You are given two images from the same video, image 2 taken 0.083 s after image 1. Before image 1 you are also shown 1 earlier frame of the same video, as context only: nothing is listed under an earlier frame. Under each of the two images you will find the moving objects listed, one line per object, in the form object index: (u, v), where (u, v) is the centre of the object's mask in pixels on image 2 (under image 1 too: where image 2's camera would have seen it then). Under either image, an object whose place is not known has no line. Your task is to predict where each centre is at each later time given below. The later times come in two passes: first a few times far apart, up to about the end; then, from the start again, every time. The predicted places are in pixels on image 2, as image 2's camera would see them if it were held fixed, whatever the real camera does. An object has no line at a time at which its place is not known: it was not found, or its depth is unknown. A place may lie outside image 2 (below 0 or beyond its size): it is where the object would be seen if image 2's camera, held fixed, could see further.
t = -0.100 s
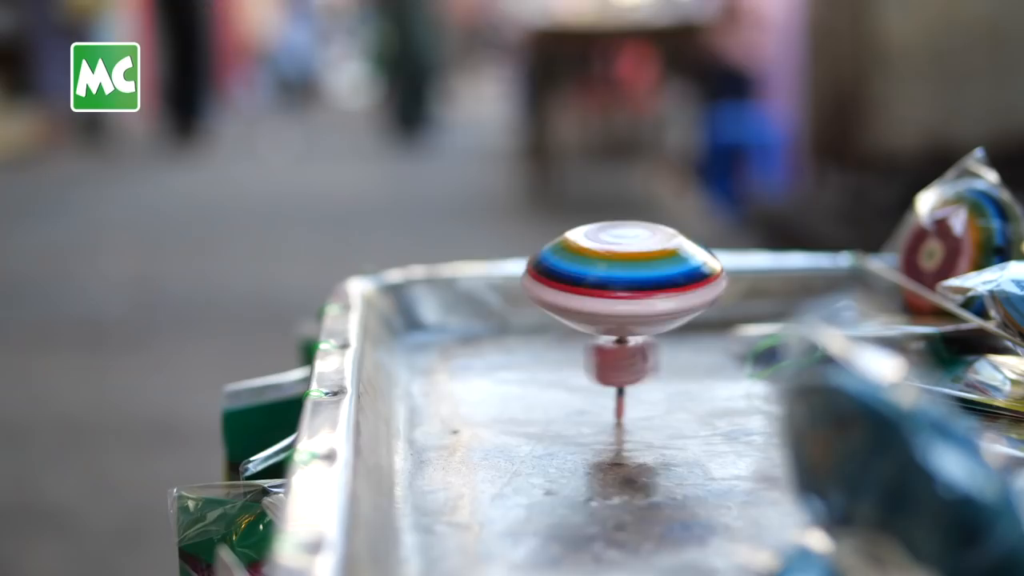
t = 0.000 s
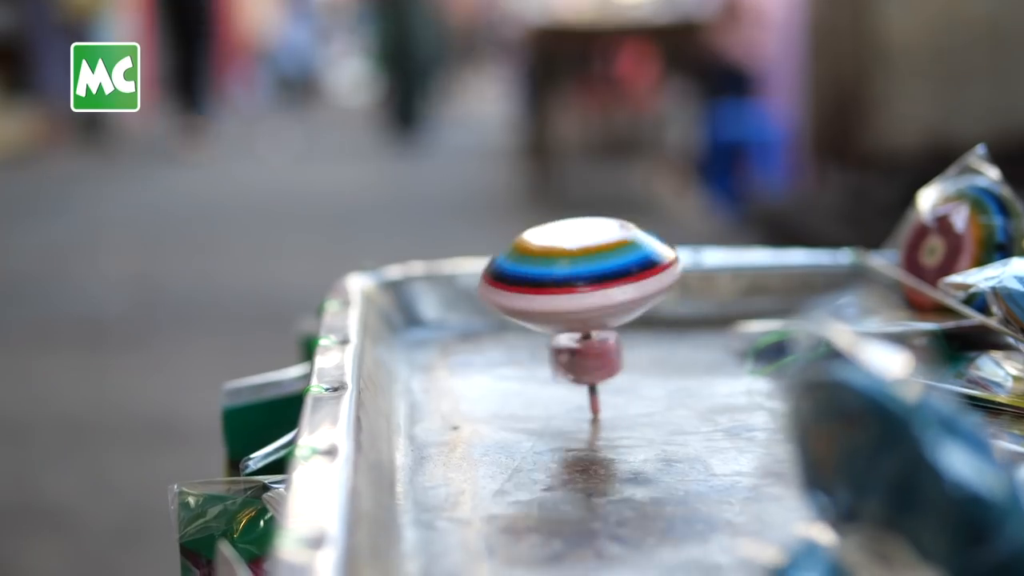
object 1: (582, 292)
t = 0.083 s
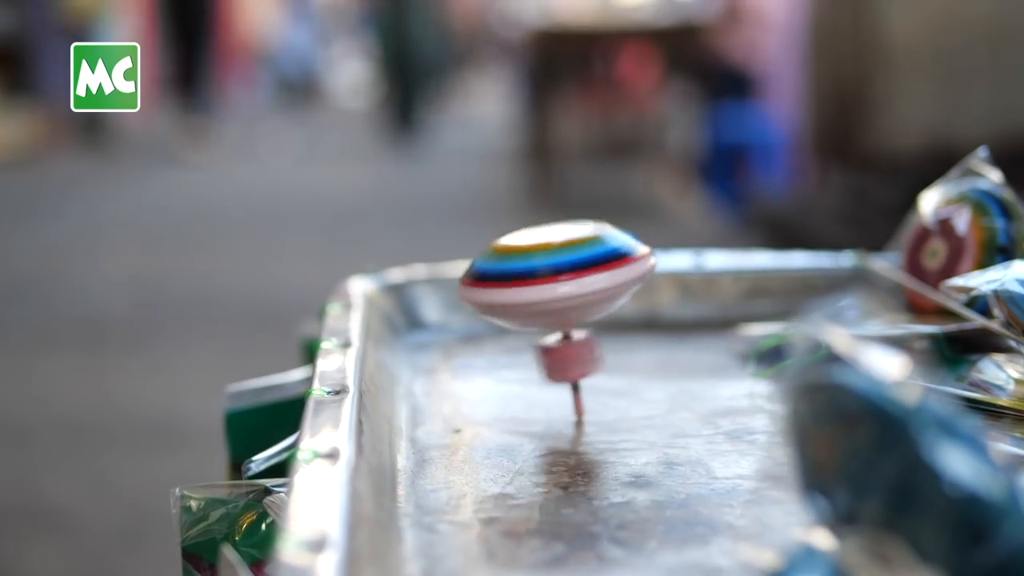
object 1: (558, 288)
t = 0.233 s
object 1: (566, 283)
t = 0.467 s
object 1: (622, 287)
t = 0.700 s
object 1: (619, 294)
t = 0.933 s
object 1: (581, 291)
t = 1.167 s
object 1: (601, 282)
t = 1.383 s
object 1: (641, 288)
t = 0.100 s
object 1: (558, 289)
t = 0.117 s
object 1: (556, 288)
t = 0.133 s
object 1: (556, 287)
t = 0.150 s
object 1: (557, 283)
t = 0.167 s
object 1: (557, 285)
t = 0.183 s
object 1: (560, 285)
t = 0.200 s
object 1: (561, 284)
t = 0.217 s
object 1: (563, 282)
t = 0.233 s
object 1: (566, 283)
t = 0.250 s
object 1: (567, 283)
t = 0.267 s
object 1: (570, 283)
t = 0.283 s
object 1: (573, 280)
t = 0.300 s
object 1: (574, 279)
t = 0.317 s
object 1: (579, 281)
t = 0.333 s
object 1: (582, 282)
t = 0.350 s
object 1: (587, 282)
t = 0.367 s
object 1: (592, 281)
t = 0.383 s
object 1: (596, 283)
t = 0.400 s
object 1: (603, 284)
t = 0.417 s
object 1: (609, 284)
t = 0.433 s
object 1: (613, 283)
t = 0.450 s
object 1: (620, 284)
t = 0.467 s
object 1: (622, 287)
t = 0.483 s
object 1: (626, 288)
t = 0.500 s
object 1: (629, 289)
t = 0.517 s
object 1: (632, 287)
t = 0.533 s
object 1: (635, 289)
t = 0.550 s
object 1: (634, 290)
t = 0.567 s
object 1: (635, 291)
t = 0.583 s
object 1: (635, 291)
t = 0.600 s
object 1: (634, 289)
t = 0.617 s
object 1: (633, 292)
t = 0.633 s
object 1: (630, 293)
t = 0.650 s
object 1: (628, 294)
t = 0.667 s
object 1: (626, 294)
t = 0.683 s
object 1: (622, 291)
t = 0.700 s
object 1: (619, 294)
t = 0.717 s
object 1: (614, 294)
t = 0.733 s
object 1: (611, 294)
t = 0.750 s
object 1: (607, 294)
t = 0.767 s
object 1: (602, 291)
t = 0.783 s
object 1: (600, 293)
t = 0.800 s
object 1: (595, 293)
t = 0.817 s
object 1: (592, 295)
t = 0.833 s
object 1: (589, 293)
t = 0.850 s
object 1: (586, 292)
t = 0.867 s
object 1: (584, 290)
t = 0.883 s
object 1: (582, 292)
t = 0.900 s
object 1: (582, 293)
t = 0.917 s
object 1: (581, 291)
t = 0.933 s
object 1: (581, 291)
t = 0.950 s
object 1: (581, 288)
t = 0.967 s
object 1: (580, 288)
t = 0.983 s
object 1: (581, 290)
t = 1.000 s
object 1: (580, 289)
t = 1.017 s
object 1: (581, 290)
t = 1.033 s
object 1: (582, 287)
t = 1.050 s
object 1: (582, 286)
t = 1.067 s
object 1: (585, 284)
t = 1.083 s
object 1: (586, 286)
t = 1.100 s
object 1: (589, 286)
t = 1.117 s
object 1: (592, 285)
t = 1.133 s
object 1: (595, 285)
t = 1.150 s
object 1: (599, 283)
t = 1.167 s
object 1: (601, 282)
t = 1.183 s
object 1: (606, 282)
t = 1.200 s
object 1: (608, 284)
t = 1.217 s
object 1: (613, 284)
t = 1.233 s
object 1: (616, 284)
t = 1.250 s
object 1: (619, 284)
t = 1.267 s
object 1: (623, 283)
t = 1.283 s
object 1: (625, 283)
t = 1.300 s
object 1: (629, 286)
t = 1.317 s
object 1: (631, 287)
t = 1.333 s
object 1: (634, 288)
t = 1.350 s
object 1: (636, 288)
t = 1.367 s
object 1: (638, 288)
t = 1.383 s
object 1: (641, 288)
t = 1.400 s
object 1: (642, 287)
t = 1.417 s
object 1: (645, 289)
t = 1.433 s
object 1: (644, 290)
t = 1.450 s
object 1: (644, 291)
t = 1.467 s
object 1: (643, 292)
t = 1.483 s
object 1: (642, 292)
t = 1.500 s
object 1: (641, 293)
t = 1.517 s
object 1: (639, 290)
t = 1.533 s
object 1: (638, 291)
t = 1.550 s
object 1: (634, 292)
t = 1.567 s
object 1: (632, 294)
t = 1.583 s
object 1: (629, 293)
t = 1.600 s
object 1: (626, 294)
